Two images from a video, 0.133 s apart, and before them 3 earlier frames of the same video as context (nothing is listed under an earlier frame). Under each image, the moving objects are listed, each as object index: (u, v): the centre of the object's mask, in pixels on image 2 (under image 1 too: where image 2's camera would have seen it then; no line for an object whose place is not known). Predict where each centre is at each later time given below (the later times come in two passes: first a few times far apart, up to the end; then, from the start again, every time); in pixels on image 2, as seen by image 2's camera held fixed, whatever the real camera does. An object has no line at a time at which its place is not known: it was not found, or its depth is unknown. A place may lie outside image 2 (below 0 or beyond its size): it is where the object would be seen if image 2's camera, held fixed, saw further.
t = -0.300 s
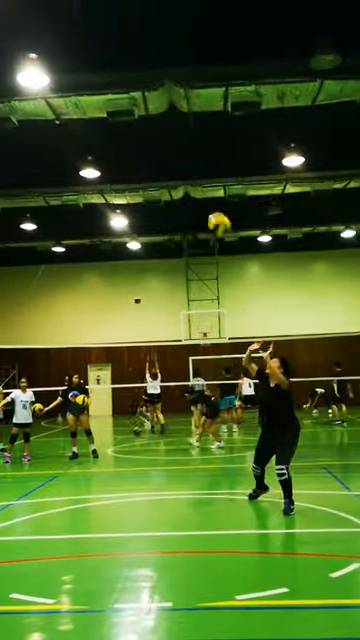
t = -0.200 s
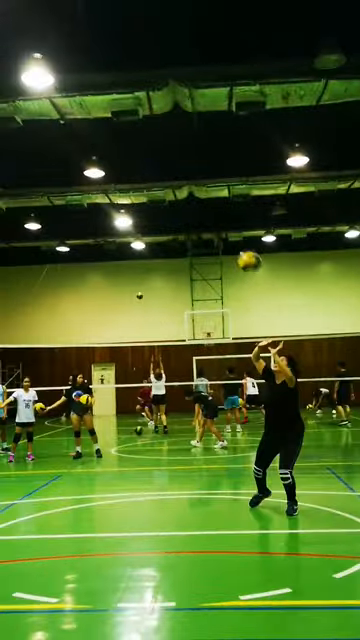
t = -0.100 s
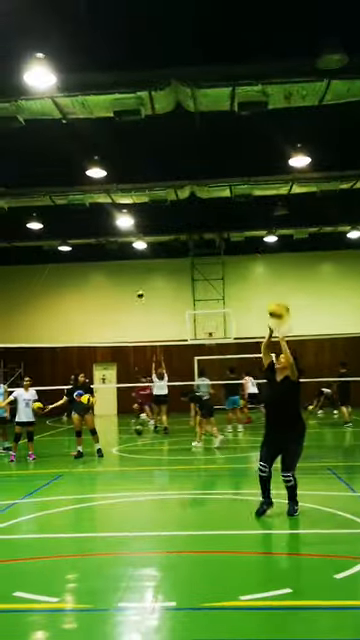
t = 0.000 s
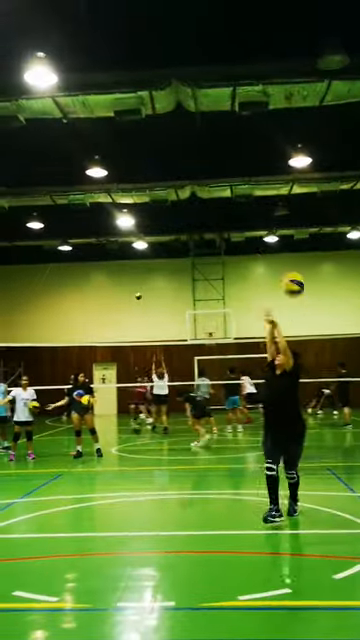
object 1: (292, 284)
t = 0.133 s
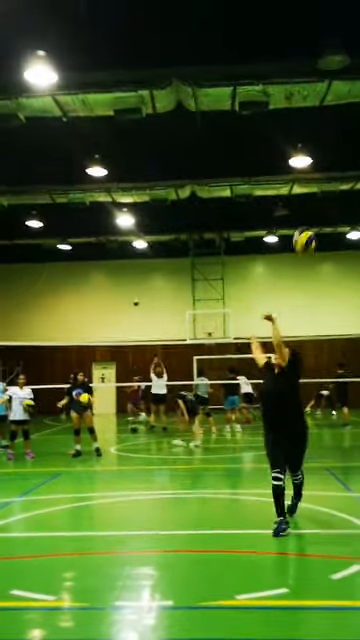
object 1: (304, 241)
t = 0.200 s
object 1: (312, 225)
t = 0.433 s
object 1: (340, 207)
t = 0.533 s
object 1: (355, 218)
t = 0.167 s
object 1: (307, 232)
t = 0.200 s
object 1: (312, 225)
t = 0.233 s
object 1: (315, 220)
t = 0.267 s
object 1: (319, 215)
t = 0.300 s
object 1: (322, 211)
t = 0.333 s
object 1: (327, 208)
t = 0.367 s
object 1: (332, 206)
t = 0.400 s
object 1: (336, 207)
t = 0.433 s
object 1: (340, 207)
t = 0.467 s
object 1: (344, 210)
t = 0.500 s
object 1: (350, 211)
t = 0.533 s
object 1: (355, 218)
